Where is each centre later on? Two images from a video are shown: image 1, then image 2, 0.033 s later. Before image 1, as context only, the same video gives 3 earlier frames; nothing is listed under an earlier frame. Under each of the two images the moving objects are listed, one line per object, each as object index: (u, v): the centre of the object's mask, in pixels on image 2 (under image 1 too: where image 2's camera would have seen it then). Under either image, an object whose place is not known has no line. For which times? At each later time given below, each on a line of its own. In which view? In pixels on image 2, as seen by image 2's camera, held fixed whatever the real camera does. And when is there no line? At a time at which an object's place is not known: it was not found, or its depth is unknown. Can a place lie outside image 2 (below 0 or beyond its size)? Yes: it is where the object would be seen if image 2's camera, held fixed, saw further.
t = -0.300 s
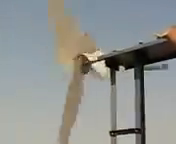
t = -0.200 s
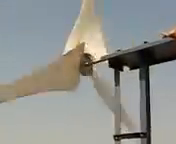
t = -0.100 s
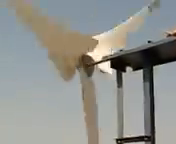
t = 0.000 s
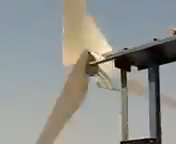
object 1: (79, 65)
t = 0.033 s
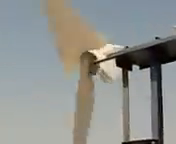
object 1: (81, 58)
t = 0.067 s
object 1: (80, 50)
